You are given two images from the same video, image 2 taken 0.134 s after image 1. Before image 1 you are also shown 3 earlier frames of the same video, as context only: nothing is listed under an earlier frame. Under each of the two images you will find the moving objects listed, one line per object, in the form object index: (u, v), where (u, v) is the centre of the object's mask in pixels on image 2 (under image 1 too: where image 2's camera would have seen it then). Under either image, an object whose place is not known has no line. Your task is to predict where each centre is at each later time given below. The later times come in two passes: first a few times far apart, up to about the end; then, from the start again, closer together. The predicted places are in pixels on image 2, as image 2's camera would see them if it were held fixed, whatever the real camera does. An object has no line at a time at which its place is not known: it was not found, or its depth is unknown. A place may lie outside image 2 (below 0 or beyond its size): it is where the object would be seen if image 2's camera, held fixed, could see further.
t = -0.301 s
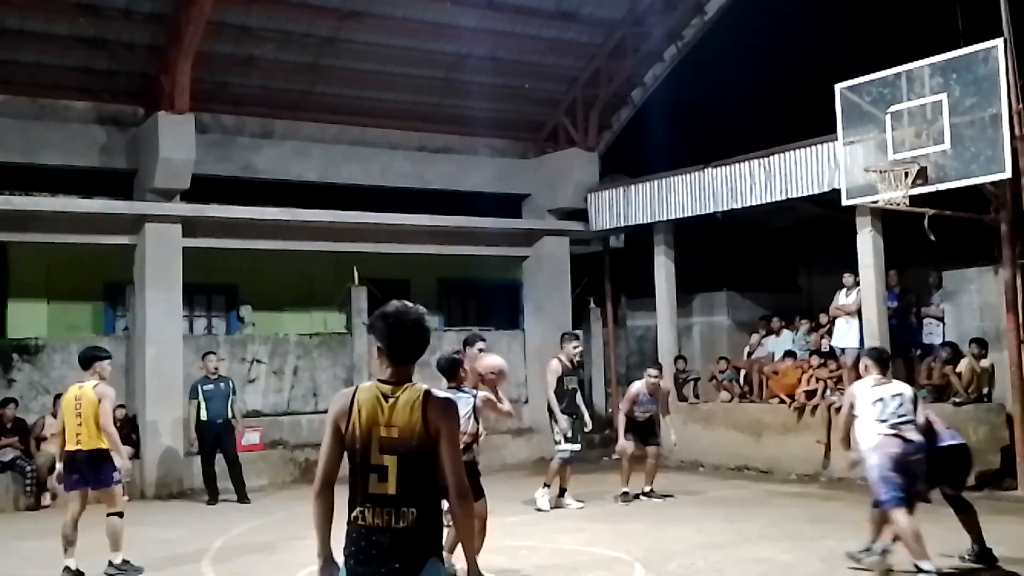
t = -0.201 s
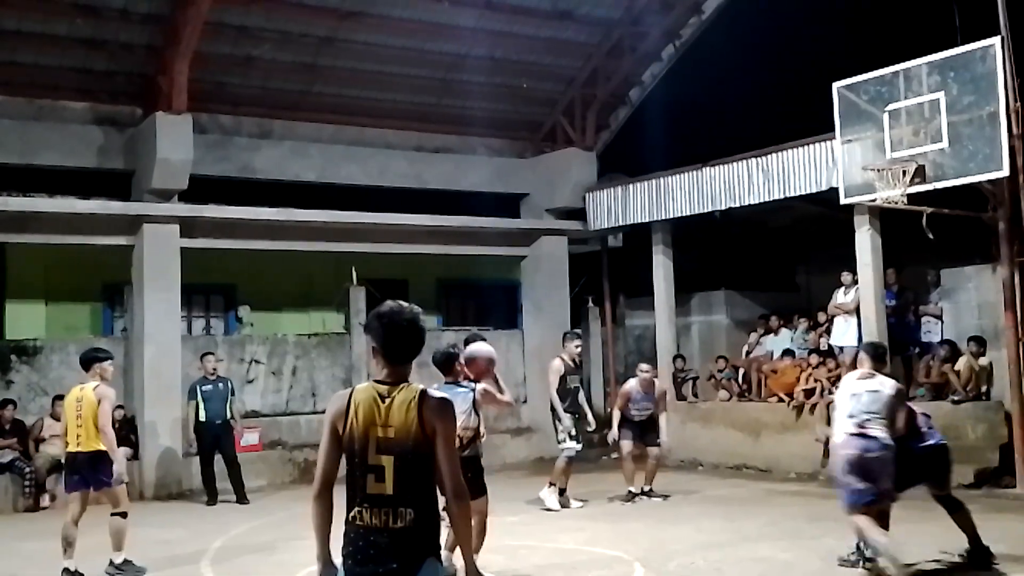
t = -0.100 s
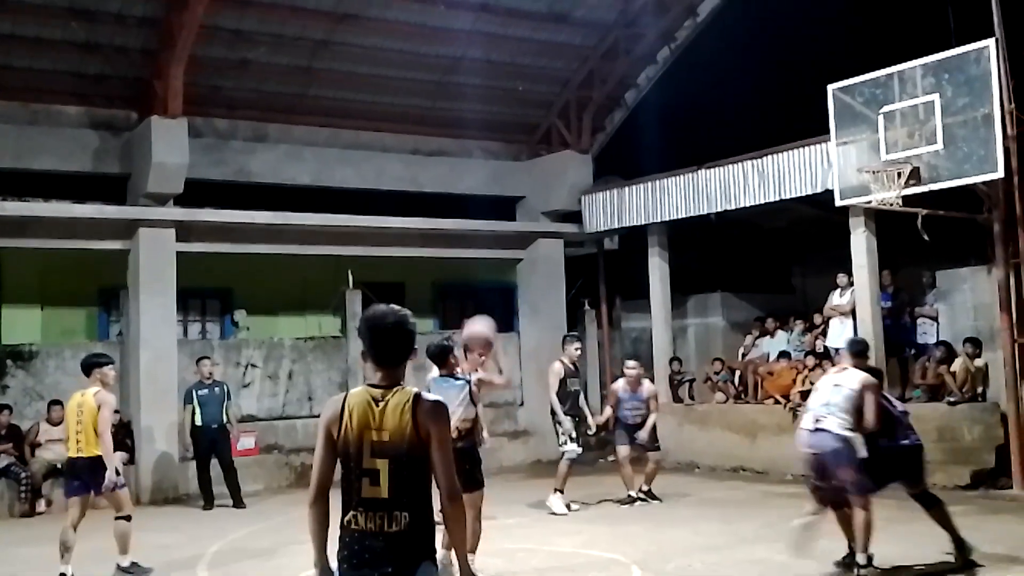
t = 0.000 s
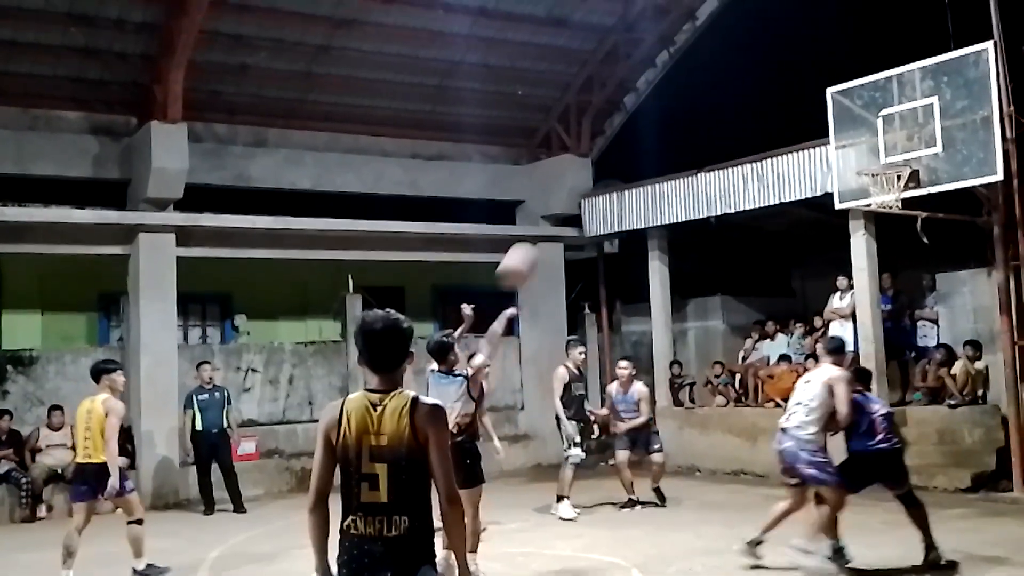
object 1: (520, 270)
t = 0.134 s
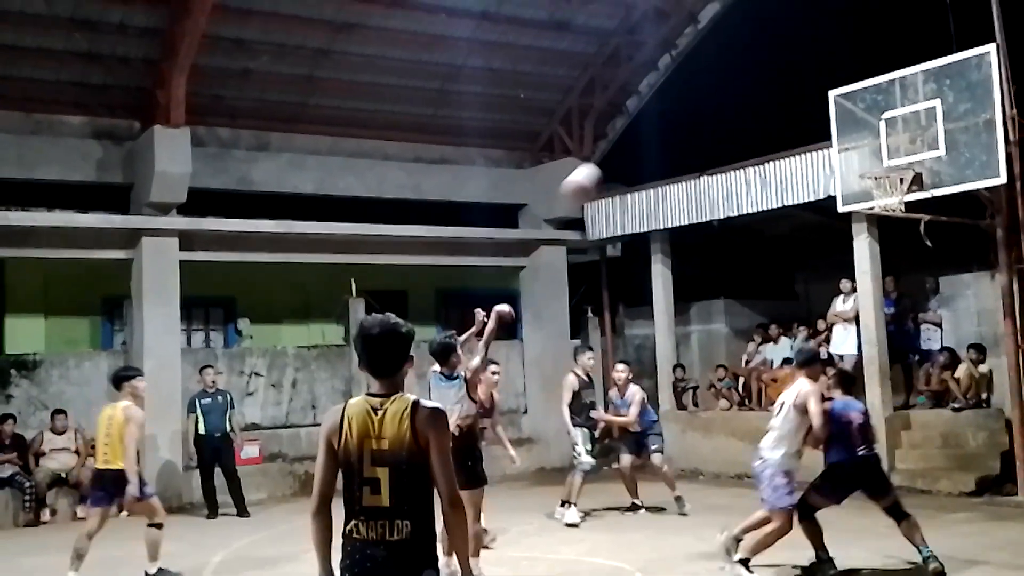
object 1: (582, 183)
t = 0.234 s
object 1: (624, 139)
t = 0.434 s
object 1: (706, 91)
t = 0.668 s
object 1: (791, 96)
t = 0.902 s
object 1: (871, 158)
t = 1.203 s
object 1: (896, 221)
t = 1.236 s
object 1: (896, 229)
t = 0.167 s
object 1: (597, 166)
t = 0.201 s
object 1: (610, 152)
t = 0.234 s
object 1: (624, 139)
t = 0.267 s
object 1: (639, 126)
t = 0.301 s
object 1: (652, 117)
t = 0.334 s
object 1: (666, 108)
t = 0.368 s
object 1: (680, 101)
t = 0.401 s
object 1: (693, 95)
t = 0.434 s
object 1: (706, 91)
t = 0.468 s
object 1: (719, 88)
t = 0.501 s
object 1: (732, 86)
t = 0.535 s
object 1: (743, 86)
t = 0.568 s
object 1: (756, 87)
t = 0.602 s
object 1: (768, 89)
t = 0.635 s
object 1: (779, 91)
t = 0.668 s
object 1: (791, 96)
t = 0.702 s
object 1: (803, 102)
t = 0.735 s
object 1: (815, 109)
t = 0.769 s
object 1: (825, 115)
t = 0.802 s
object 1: (837, 124)
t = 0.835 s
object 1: (848, 134)
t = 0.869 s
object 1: (857, 143)
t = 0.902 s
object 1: (871, 158)
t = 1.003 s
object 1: (895, 191)
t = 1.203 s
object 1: (896, 221)
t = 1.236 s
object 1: (896, 229)
